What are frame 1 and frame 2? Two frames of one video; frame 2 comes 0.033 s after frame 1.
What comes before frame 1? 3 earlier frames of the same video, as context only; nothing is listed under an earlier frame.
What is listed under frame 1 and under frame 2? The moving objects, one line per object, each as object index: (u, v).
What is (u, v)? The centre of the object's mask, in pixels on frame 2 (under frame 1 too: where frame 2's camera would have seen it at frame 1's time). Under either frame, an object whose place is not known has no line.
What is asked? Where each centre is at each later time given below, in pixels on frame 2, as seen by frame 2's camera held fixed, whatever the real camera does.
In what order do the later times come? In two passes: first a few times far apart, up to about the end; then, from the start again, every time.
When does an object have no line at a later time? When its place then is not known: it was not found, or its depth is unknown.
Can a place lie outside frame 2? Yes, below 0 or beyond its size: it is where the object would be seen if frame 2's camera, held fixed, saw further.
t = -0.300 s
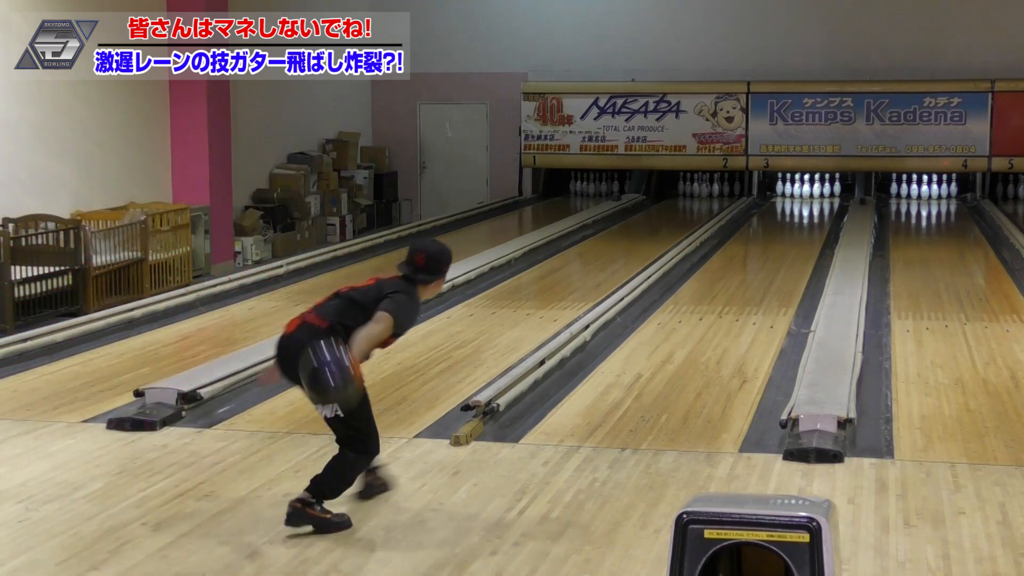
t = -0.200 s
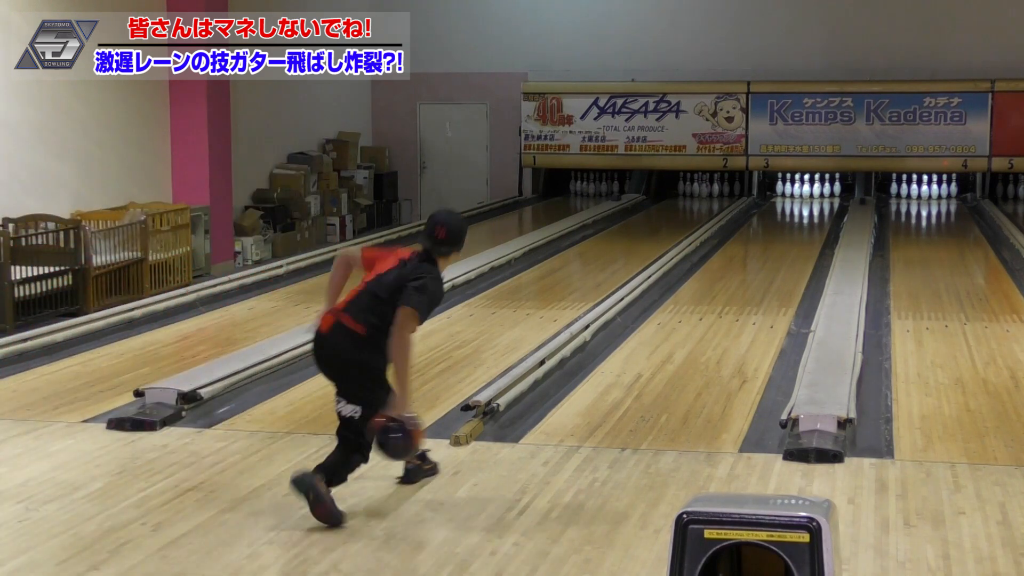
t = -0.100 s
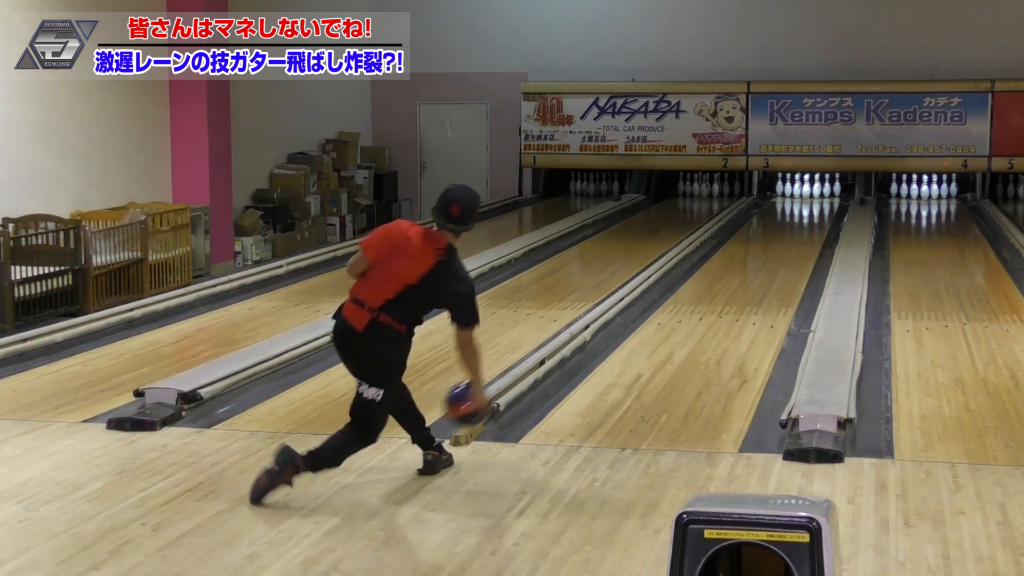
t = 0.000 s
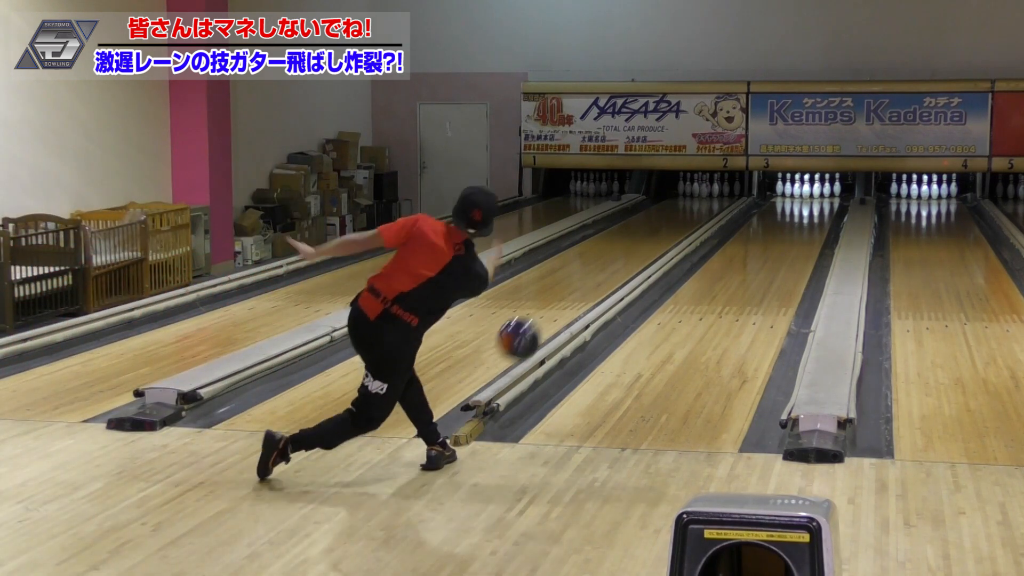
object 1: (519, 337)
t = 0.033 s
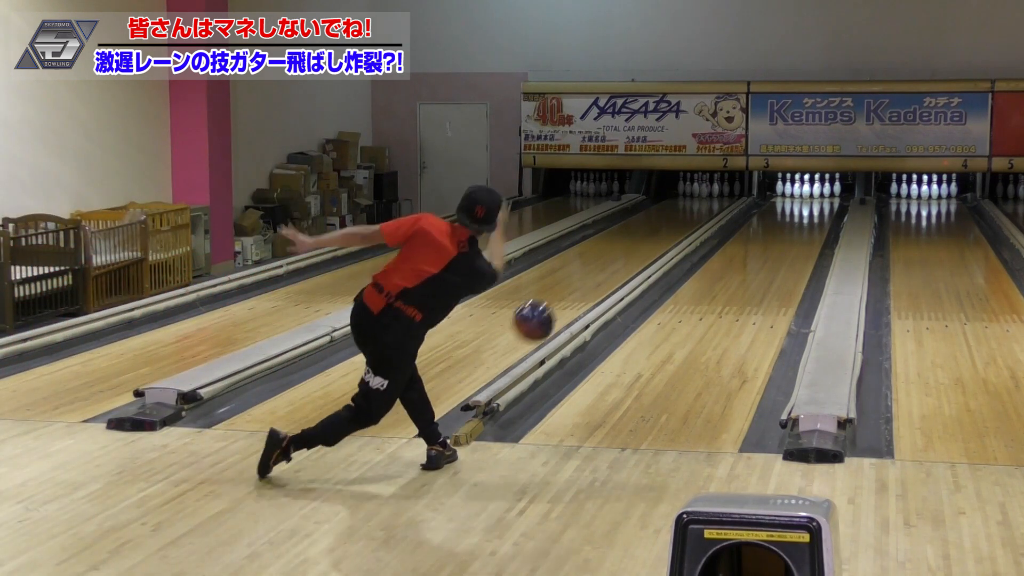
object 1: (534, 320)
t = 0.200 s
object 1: (597, 273)
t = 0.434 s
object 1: (664, 288)
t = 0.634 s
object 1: (707, 300)
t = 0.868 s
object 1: (745, 276)
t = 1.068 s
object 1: (770, 260)
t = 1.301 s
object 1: (792, 244)
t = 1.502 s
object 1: (805, 233)
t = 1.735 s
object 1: (817, 222)
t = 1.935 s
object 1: (823, 213)
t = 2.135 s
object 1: (826, 207)
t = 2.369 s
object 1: (824, 202)
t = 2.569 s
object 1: (819, 195)
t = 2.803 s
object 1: (817, 191)
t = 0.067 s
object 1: (549, 305)
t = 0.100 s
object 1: (561, 294)
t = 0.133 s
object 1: (574, 284)
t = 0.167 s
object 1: (586, 278)
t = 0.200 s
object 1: (597, 273)
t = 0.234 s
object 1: (608, 270)
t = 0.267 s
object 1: (619, 268)
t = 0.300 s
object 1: (628, 269)
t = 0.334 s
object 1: (638, 272)
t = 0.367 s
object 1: (646, 275)
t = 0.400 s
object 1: (655, 280)
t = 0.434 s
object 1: (664, 288)
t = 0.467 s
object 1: (672, 296)
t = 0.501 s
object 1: (679, 305)
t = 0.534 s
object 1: (687, 312)
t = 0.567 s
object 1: (694, 307)
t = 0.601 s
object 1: (700, 302)
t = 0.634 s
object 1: (707, 300)
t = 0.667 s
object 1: (713, 296)
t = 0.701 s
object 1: (719, 293)
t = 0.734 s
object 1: (725, 290)
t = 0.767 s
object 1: (730, 286)
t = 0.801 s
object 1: (736, 283)
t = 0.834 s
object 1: (741, 279)
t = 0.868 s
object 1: (745, 276)
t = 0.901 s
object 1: (750, 273)
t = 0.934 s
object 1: (754, 271)
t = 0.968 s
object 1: (758, 268)
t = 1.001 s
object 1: (763, 265)
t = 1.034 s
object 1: (766, 263)
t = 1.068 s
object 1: (770, 260)
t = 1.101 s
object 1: (774, 257)
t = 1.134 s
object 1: (777, 255)
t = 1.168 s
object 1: (781, 253)
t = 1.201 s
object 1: (783, 251)
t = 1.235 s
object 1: (786, 248)
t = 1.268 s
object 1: (789, 246)
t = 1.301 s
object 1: (792, 244)
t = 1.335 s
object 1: (794, 242)
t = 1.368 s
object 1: (797, 240)
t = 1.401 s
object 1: (799, 238)
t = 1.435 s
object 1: (801, 237)
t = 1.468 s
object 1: (804, 234)
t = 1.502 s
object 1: (805, 233)
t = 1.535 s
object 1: (808, 231)
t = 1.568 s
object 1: (809, 230)
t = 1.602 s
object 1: (811, 228)
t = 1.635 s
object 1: (812, 226)
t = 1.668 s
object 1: (814, 225)
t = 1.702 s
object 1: (816, 223)
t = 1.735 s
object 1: (817, 222)
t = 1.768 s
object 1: (818, 220)
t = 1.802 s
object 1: (819, 219)
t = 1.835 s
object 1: (820, 217)
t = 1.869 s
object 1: (822, 216)
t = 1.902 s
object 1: (823, 215)
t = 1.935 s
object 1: (823, 213)
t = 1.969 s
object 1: (824, 213)
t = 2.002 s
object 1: (824, 212)
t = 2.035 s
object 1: (825, 210)
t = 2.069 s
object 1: (825, 209)
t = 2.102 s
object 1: (826, 208)
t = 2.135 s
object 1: (826, 207)
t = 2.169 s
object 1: (826, 206)
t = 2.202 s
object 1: (825, 206)
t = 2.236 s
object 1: (826, 205)
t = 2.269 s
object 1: (825, 204)
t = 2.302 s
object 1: (825, 204)
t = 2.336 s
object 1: (825, 203)
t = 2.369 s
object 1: (824, 202)
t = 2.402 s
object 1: (824, 199)
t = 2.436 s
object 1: (823, 198)
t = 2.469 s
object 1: (822, 197)
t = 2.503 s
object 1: (821, 197)
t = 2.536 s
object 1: (820, 195)
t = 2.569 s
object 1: (819, 195)
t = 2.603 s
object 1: (818, 194)
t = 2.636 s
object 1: (816, 192)
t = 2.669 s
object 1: (816, 192)
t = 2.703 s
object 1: (817, 191)
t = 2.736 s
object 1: (814, 191)
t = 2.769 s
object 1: (816, 191)
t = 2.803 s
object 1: (817, 191)
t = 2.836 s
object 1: (819, 189)
